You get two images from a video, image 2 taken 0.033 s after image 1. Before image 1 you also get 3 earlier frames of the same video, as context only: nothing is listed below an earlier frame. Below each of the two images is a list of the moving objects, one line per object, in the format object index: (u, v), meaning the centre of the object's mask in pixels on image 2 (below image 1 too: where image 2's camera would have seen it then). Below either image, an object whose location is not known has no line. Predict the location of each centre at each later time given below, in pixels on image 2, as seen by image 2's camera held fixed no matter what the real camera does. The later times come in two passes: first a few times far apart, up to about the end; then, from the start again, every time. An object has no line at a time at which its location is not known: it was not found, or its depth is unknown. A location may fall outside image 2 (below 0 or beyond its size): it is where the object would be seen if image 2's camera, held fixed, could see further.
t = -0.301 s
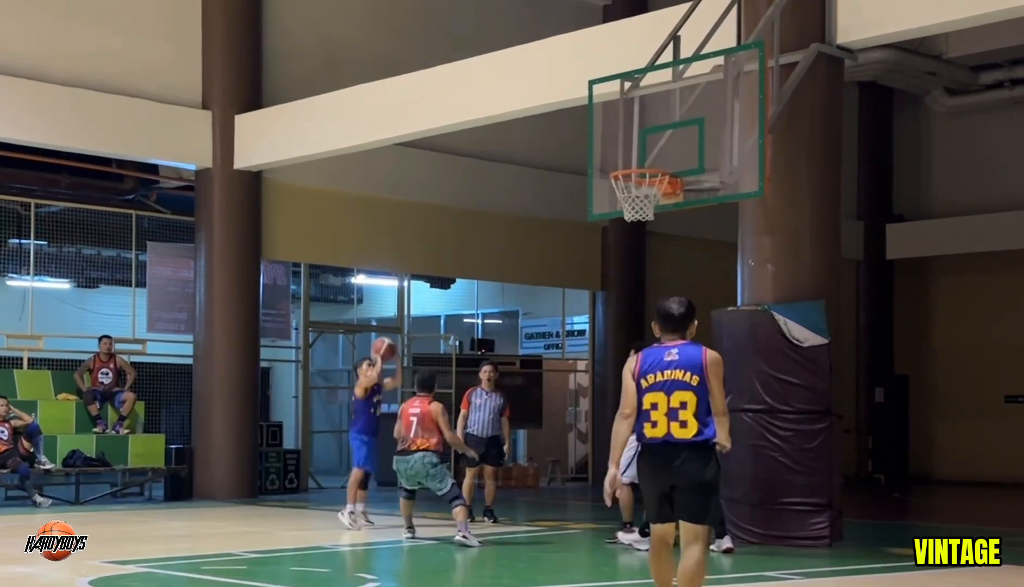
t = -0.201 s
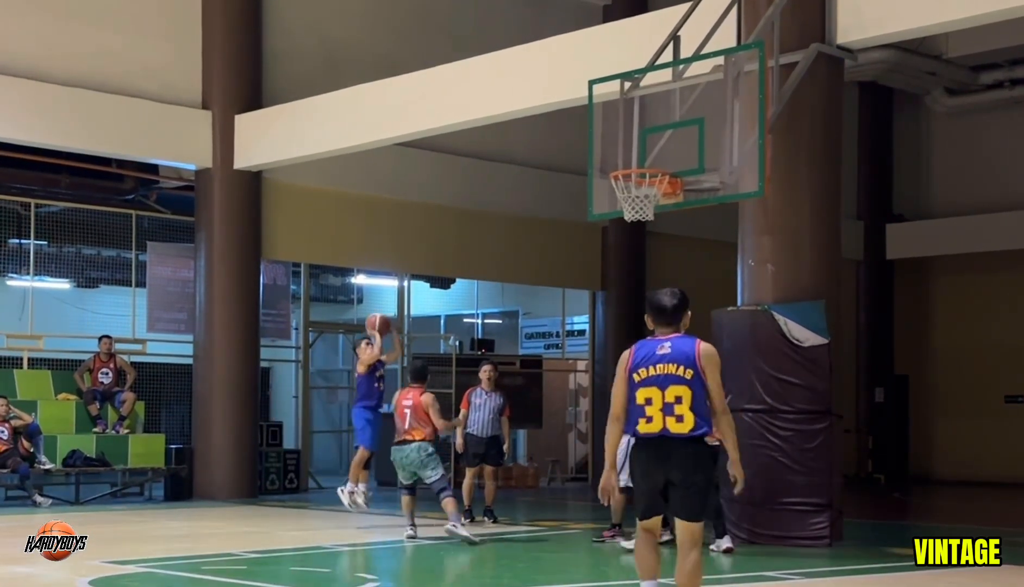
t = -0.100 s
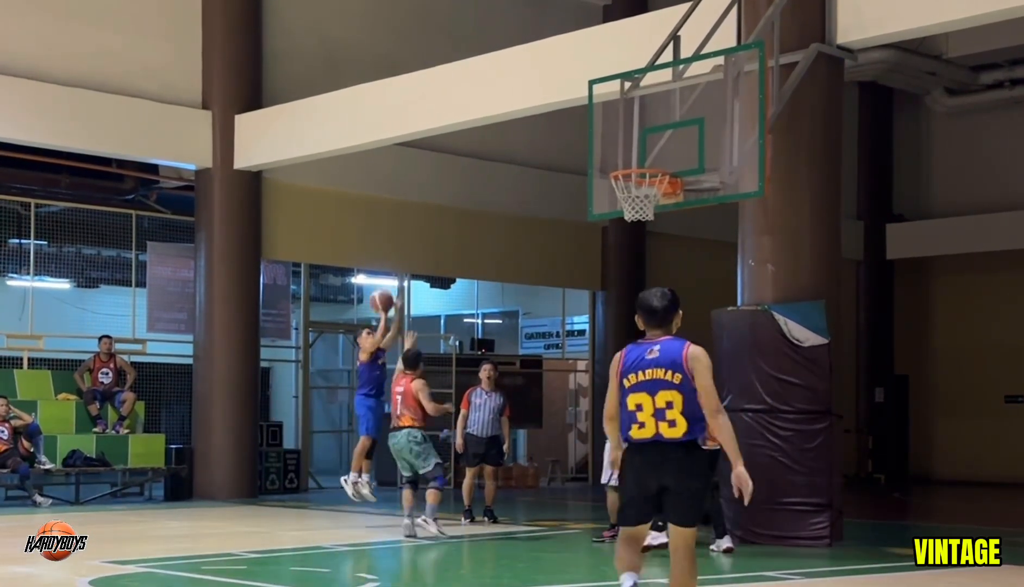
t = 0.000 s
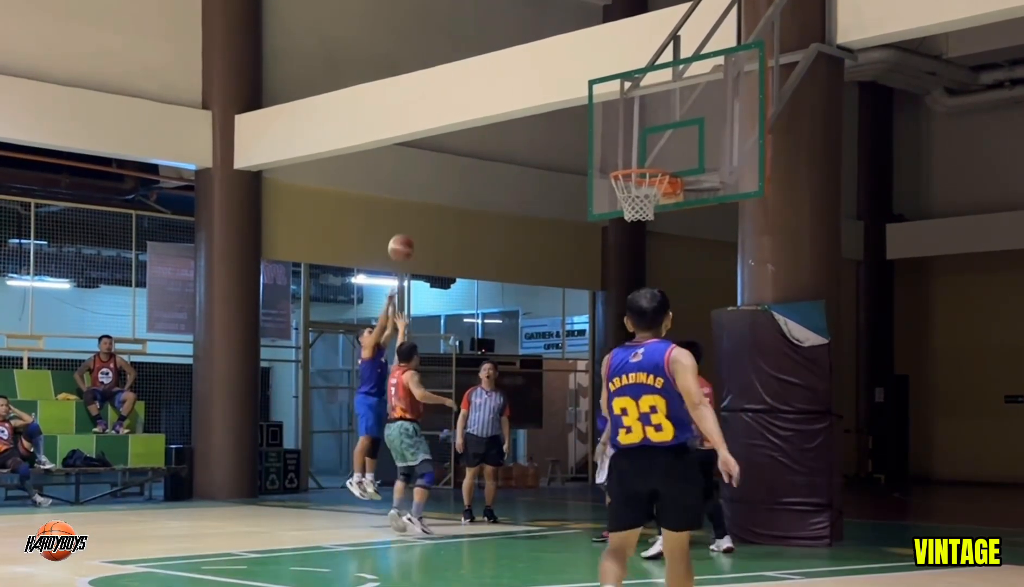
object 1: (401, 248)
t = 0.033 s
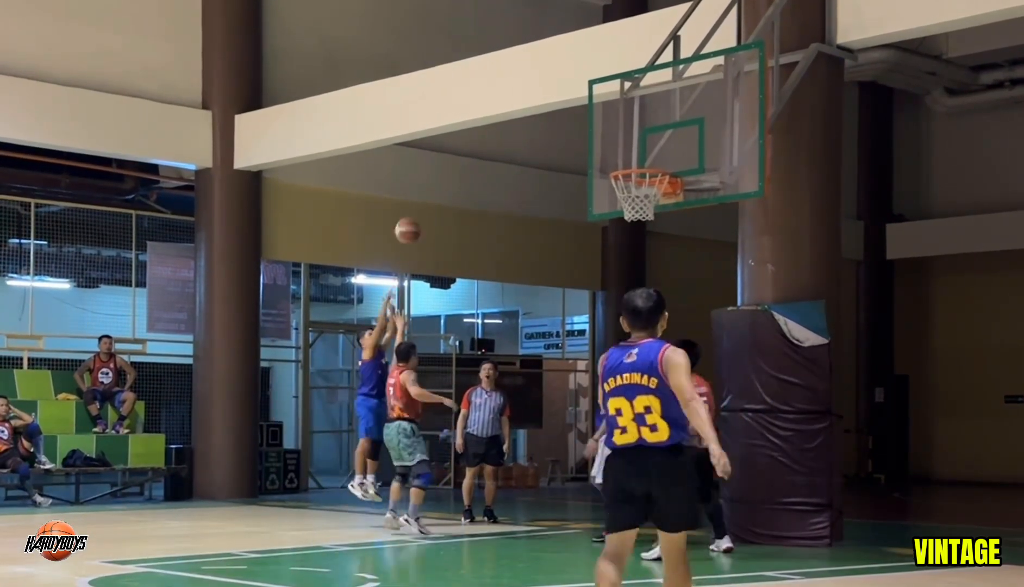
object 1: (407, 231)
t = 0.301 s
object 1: (467, 128)
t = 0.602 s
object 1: (539, 96)
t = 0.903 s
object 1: (619, 169)
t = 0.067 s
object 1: (414, 215)
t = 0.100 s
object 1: (422, 199)
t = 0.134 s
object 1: (429, 185)
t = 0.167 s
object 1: (437, 171)
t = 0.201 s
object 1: (444, 159)
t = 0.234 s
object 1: (451, 147)
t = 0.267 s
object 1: (459, 137)
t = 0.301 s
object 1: (467, 128)
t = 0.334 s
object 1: (475, 120)
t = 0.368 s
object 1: (482, 112)
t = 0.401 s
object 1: (490, 106)
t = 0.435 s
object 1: (498, 102)
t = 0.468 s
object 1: (506, 98)
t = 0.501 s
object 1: (514, 96)
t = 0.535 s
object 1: (523, 94)
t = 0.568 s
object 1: (531, 94)
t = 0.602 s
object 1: (539, 96)
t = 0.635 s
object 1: (548, 98)
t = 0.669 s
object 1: (557, 101)
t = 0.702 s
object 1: (565, 107)
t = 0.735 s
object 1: (573, 114)
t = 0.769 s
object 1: (583, 121)
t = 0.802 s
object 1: (591, 132)
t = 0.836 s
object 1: (601, 142)
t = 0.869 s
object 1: (610, 156)
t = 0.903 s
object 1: (619, 169)
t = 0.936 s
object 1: (629, 186)
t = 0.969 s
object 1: (638, 203)
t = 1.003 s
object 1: (648, 221)
